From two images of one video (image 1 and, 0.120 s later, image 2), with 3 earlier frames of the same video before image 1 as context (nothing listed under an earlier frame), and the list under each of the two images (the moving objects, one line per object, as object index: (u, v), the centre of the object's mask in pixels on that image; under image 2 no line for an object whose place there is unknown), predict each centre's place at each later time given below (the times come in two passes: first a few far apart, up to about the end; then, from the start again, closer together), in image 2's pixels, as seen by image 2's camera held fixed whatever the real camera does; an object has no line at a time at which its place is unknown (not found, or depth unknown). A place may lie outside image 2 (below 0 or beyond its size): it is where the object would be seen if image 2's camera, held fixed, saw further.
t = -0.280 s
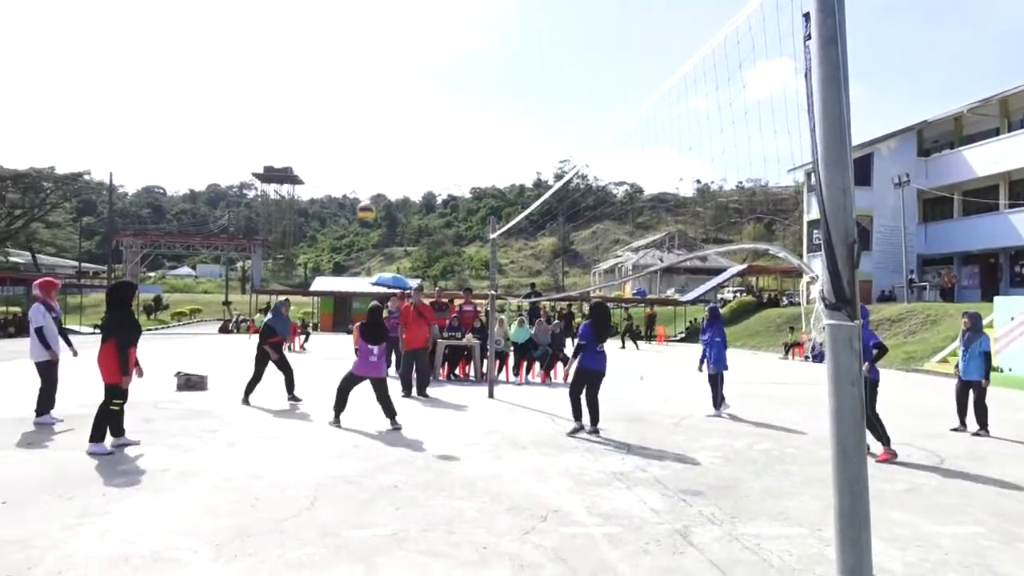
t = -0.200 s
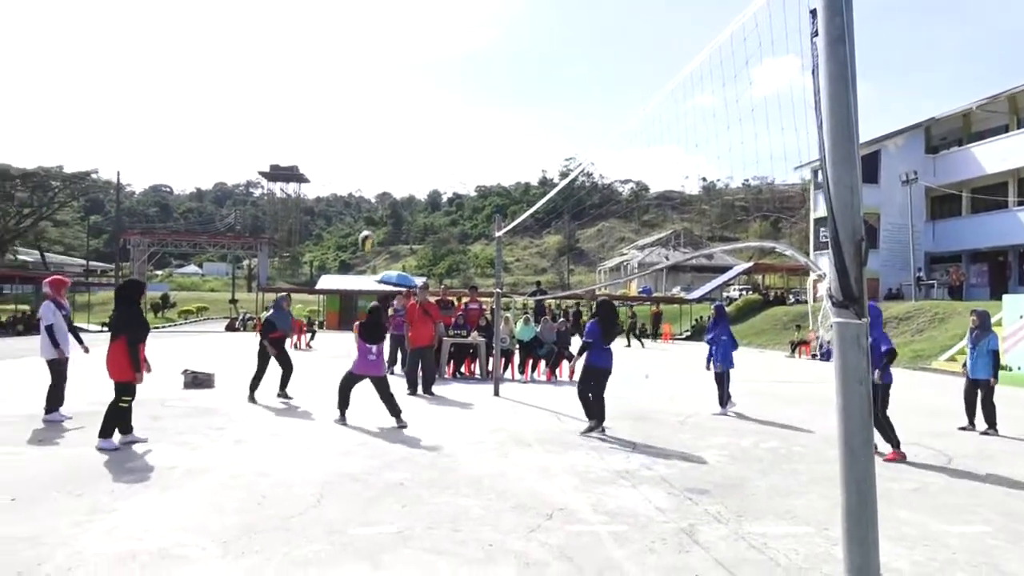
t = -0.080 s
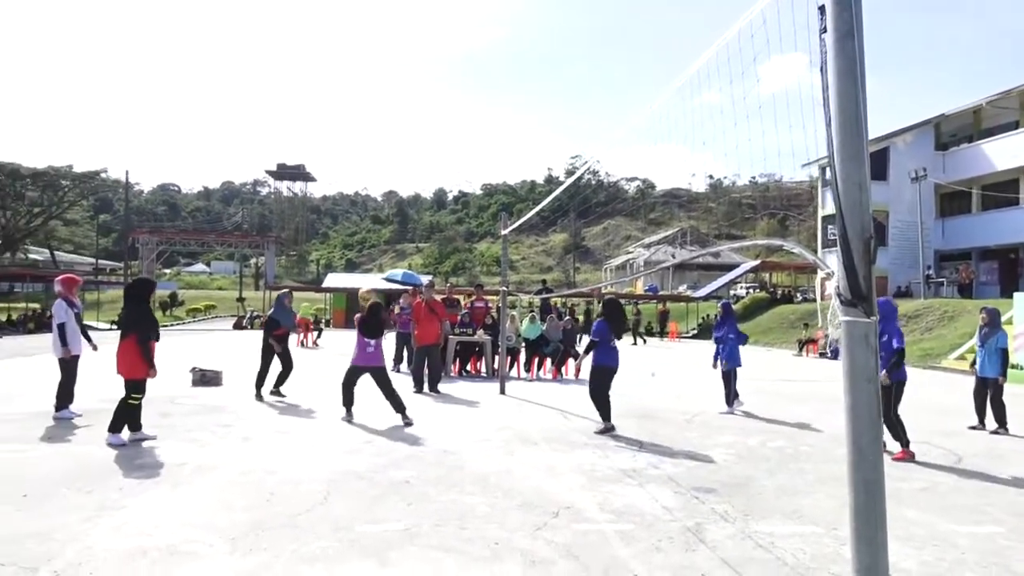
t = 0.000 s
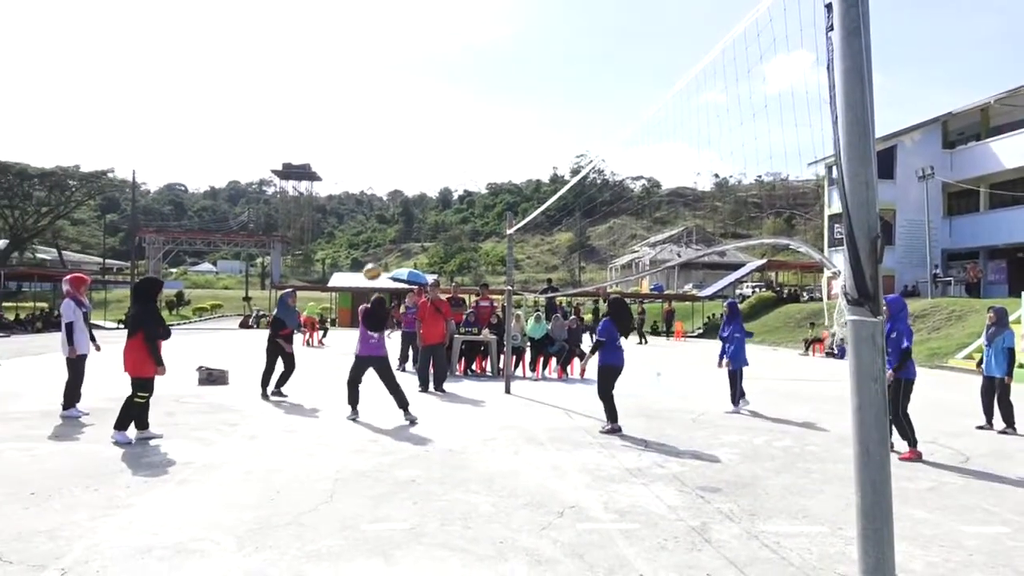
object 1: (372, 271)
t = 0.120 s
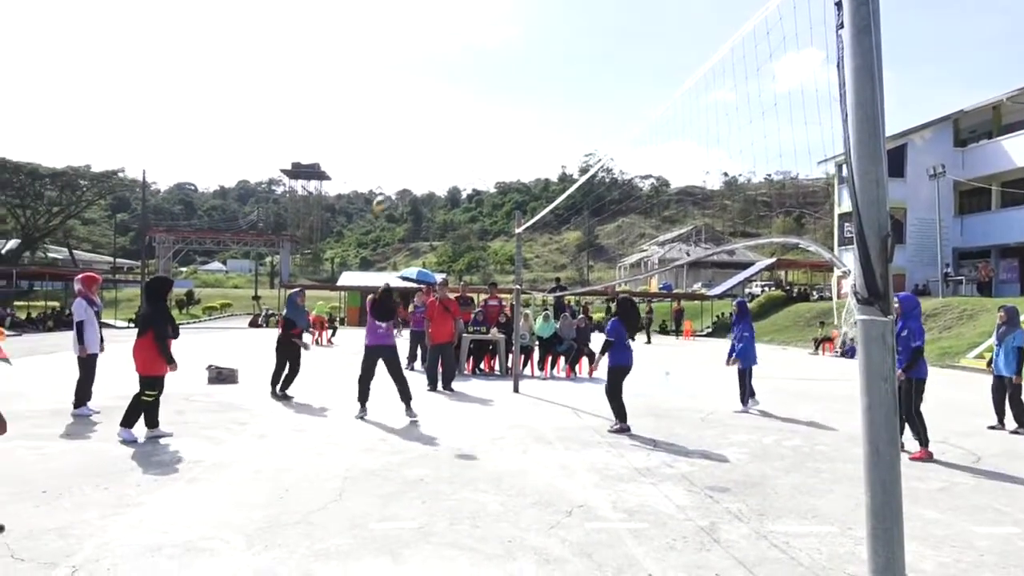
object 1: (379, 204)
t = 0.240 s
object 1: (385, 150)
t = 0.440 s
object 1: (388, 84)
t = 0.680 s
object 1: (390, 50)
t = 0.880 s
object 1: (389, 56)
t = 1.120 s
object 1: (388, 106)
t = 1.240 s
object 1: (386, 148)
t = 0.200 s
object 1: (384, 167)
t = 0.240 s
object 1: (385, 150)
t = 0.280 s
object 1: (386, 134)
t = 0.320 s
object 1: (386, 119)
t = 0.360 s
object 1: (387, 106)
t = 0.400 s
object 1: (387, 94)
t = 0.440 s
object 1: (388, 84)
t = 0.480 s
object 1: (389, 75)
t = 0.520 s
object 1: (389, 67)
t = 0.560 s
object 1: (390, 61)
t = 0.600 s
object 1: (390, 56)
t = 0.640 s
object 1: (390, 52)
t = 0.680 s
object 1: (390, 50)
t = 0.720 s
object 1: (390, 49)
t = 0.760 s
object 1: (390, 49)
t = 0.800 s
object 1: (390, 50)
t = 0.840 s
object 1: (390, 52)
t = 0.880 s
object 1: (389, 56)
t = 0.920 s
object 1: (389, 62)
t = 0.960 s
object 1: (389, 68)
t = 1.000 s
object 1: (389, 76)
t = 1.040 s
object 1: (389, 85)
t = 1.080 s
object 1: (389, 95)
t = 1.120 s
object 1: (388, 106)
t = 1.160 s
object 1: (388, 119)
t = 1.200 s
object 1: (387, 133)
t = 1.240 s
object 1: (386, 148)
